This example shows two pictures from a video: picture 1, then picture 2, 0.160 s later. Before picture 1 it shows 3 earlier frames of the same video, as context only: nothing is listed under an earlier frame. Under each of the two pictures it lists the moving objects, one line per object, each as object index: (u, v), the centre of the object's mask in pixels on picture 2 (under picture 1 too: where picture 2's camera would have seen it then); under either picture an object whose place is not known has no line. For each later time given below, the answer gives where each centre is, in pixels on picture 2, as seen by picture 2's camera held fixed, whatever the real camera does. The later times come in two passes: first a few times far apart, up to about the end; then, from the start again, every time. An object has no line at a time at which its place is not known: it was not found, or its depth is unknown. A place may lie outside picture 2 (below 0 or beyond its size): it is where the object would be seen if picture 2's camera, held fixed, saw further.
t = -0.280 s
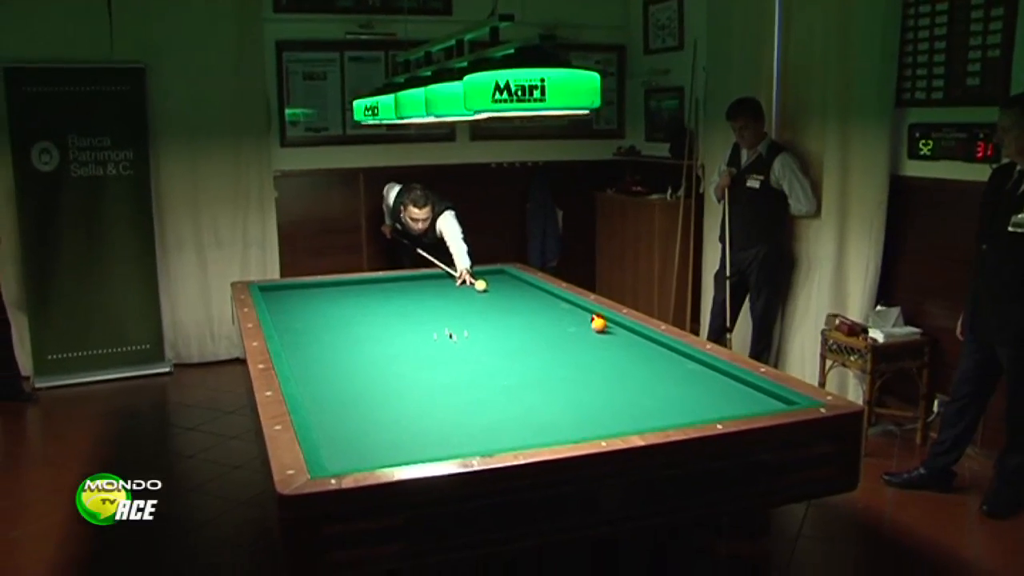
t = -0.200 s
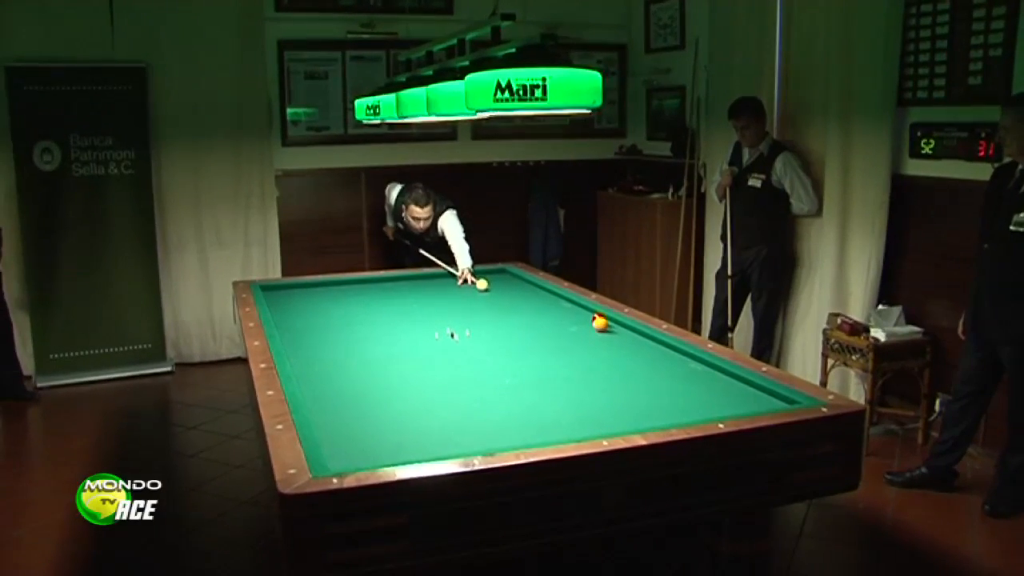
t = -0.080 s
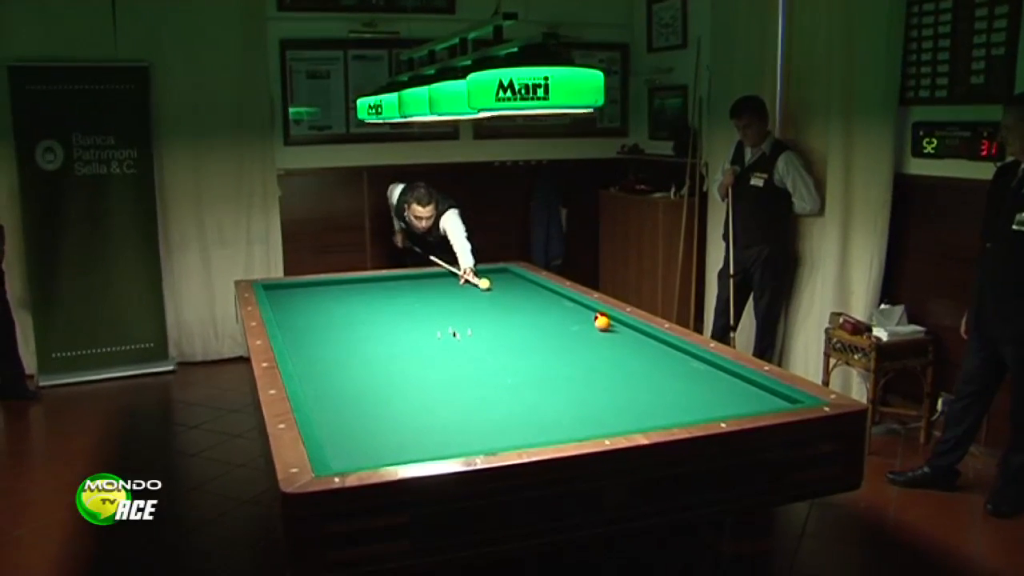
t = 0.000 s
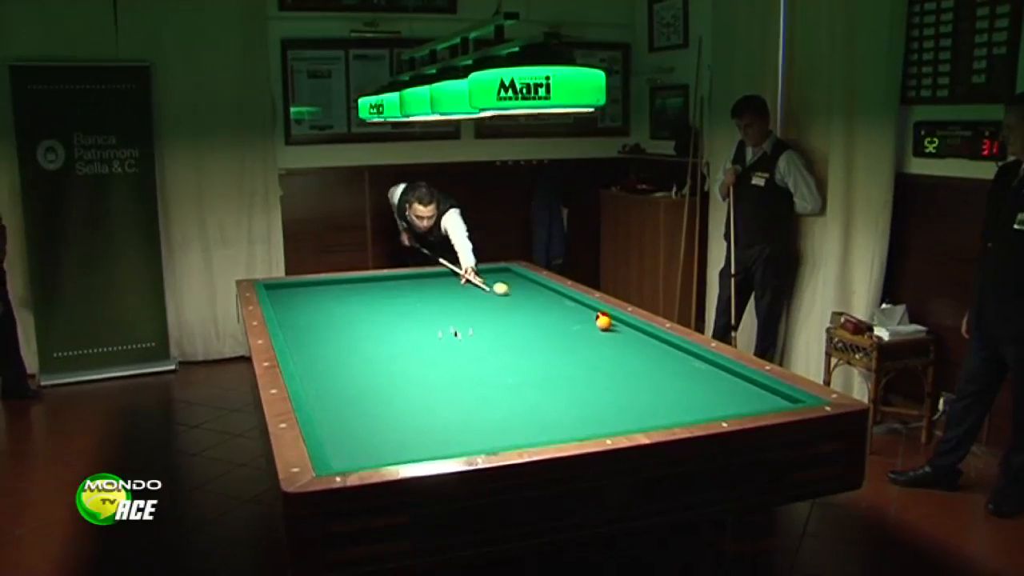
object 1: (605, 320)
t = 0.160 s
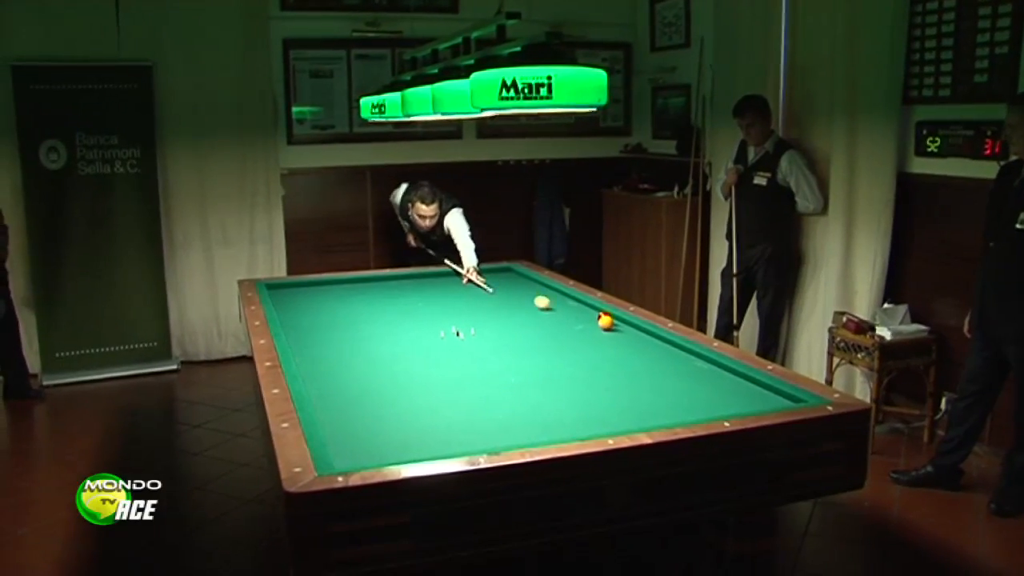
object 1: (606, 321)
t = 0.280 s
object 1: (605, 321)
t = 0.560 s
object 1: (620, 333)
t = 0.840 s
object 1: (600, 347)
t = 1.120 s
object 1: (577, 363)
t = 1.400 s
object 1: (551, 381)
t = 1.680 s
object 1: (522, 402)
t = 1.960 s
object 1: (488, 425)
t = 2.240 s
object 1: (449, 447)
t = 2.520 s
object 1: (394, 449)
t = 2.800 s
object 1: (367, 438)
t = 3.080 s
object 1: (356, 425)
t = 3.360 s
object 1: (347, 413)
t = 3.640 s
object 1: (338, 402)
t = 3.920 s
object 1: (331, 393)
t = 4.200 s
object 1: (324, 385)
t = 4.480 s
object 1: (318, 377)
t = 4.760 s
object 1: (313, 370)
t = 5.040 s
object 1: (308, 363)
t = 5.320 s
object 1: (304, 357)
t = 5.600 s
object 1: (300, 352)
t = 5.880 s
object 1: (296, 348)
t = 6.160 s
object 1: (294, 343)
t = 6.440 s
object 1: (293, 339)
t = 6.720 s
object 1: (293, 335)
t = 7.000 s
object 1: (293, 331)
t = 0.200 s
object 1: (606, 321)
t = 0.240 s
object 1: (605, 321)
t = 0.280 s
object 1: (605, 321)
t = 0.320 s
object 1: (606, 321)
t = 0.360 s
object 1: (606, 321)
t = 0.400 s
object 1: (620, 324)
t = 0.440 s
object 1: (630, 326)
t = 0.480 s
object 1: (627, 328)
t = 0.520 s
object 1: (623, 331)
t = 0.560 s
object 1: (620, 333)
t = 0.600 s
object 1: (617, 335)
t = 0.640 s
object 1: (615, 337)
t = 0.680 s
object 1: (611, 339)
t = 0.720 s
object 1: (608, 341)
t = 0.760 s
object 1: (605, 343)
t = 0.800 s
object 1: (602, 345)
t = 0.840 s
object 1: (600, 347)
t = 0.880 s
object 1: (596, 349)
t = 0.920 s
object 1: (593, 351)
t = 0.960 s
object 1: (590, 354)
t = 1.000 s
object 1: (587, 356)
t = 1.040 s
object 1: (584, 358)
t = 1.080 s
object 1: (580, 361)
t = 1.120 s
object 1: (577, 363)
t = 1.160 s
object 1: (573, 365)
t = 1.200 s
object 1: (570, 368)
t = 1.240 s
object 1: (566, 370)
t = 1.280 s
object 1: (562, 373)
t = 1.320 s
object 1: (559, 376)
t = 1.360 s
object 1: (555, 379)
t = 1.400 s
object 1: (551, 381)
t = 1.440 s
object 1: (547, 384)
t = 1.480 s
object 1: (543, 387)
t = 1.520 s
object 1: (539, 389)
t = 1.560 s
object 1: (535, 393)
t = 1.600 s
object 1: (530, 396)
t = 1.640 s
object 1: (526, 399)
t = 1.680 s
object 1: (522, 402)
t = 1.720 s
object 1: (517, 405)
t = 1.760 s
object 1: (512, 408)
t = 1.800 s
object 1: (508, 412)
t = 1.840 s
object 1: (503, 415)
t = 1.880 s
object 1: (498, 418)
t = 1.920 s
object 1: (493, 422)
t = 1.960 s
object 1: (488, 425)
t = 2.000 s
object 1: (483, 429)
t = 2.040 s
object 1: (478, 432)
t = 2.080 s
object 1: (472, 436)
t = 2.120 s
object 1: (467, 439)
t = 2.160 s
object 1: (461, 442)
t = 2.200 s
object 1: (455, 445)
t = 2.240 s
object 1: (449, 447)
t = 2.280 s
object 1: (443, 449)
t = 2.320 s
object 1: (434, 449)
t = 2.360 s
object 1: (426, 449)
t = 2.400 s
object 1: (418, 449)
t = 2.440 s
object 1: (410, 449)
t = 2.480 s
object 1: (402, 449)
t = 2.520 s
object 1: (394, 449)
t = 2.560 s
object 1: (387, 448)
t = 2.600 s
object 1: (380, 447)
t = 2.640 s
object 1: (373, 446)
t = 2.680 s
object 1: (372, 444)
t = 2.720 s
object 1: (370, 442)
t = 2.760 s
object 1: (368, 440)
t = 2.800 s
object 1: (367, 438)
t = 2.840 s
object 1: (365, 436)
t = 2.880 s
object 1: (363, 434)
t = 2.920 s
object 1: (362, 432)
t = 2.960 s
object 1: (360, 430)
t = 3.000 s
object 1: (359, 428)
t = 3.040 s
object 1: (357, 426)
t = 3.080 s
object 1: (356, 425)
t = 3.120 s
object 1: (354, 423)
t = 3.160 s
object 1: (353, 421)
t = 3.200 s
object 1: (352, 420)
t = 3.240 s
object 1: (350, 418)
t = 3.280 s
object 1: (349, 416)
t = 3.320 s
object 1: (348, 415)
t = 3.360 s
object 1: (347, 413)
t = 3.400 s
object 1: (345, 411)
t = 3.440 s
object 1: (344, 410)
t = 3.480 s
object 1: (343, 408)
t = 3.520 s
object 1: (342, 407)
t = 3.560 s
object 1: (341, 405)
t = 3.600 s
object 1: (340, 404)
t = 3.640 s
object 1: (338, 402)
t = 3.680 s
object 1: (337, 401)
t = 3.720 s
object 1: (336, 400)
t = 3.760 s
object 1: (335, 398)
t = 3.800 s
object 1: (334, 397)
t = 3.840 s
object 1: (333, 396)
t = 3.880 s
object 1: (332, 394)
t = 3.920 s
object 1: (331, 393)
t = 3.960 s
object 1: (330, 392)
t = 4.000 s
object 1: (329, 391)
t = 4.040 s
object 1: (328, 389)
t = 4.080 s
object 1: (327, 388)
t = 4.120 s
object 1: (326, 387)
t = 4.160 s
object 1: (325, 386)
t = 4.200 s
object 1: (324, 385)
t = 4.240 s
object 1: (324, 384)
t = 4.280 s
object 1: (323, 382)
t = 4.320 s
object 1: (322, 381)
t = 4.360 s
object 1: (321, 380)
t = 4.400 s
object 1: (320, 379)
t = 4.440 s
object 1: (319, 378)
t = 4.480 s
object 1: (318, 377)
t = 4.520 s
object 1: (318, 376)
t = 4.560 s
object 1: (317, 375)
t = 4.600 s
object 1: (316, 374)
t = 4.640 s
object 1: (315, 373)
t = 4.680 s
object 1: (315, 372)
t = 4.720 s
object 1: (314, 371)
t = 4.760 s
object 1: (313, 370)
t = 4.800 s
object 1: (312, 369)
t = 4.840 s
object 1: (311, 368)
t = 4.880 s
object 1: (311, 367)
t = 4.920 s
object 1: (310, 366)
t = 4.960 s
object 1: (309, 365)
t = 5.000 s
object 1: (309, 364)
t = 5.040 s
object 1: (308, 363)
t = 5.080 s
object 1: (307, 362)
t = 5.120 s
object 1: (307, 362)
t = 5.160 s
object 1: (306, 361)
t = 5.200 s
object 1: (305, 360)
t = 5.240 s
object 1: (305, 359)
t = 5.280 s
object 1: (304, 358)
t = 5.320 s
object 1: (304, 357)
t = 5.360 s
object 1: (303, 356)
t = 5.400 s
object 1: (302, 356)
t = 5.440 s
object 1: (302, 355)
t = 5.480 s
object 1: (302, 354)
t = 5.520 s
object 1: (301, 353)
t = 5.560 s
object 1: (300, 353)
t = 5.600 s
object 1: (300, 352)
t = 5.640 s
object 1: (299, 352)
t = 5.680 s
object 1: (299, 351)
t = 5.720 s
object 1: (298, 350)
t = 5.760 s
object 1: (298, 350)
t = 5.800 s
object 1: (297, 349)
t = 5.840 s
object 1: (297, 348)
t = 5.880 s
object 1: (296, 348)
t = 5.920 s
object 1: (296, 347)
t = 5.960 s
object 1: (296, 346)
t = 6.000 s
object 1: (295, 345)
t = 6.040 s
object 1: (295, 345)
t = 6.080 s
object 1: (294, 344)
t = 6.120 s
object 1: (294, 343)
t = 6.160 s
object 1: (294, 343)
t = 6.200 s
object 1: (293, 342)
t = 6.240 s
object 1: (293, 341)
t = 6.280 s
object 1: (293, 341)
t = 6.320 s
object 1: (293, 340)
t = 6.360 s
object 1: (293, 340)
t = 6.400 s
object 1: (293, 339)
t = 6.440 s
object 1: (293, 339)
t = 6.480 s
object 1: (293, 338)
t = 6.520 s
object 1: (293, 338)
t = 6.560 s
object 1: (293, 337)
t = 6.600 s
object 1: (293, 336)
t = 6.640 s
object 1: (293, 336)
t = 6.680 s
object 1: (293, 336)
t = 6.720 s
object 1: (293, 335)
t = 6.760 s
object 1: (293, 335)
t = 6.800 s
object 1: (293, 334)
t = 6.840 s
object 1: (293, 334)
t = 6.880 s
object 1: (293, 333)
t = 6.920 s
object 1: (293, 333)
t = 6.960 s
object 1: (293, 332)
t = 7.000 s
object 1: (293, 331)
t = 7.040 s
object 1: (293, 331)
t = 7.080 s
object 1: (294, 330)
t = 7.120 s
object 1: (294, 330)
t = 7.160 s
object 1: (294, 329)
